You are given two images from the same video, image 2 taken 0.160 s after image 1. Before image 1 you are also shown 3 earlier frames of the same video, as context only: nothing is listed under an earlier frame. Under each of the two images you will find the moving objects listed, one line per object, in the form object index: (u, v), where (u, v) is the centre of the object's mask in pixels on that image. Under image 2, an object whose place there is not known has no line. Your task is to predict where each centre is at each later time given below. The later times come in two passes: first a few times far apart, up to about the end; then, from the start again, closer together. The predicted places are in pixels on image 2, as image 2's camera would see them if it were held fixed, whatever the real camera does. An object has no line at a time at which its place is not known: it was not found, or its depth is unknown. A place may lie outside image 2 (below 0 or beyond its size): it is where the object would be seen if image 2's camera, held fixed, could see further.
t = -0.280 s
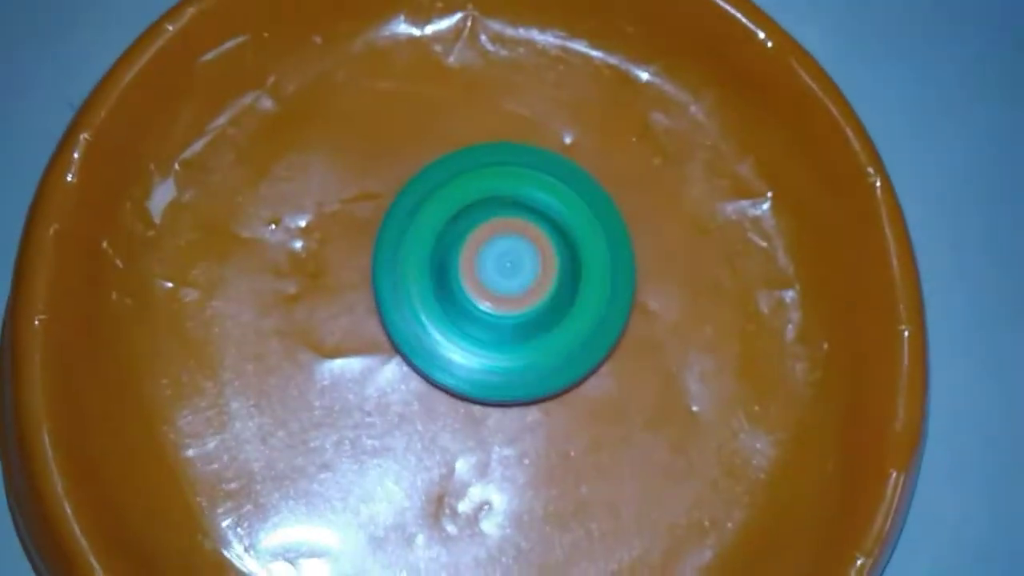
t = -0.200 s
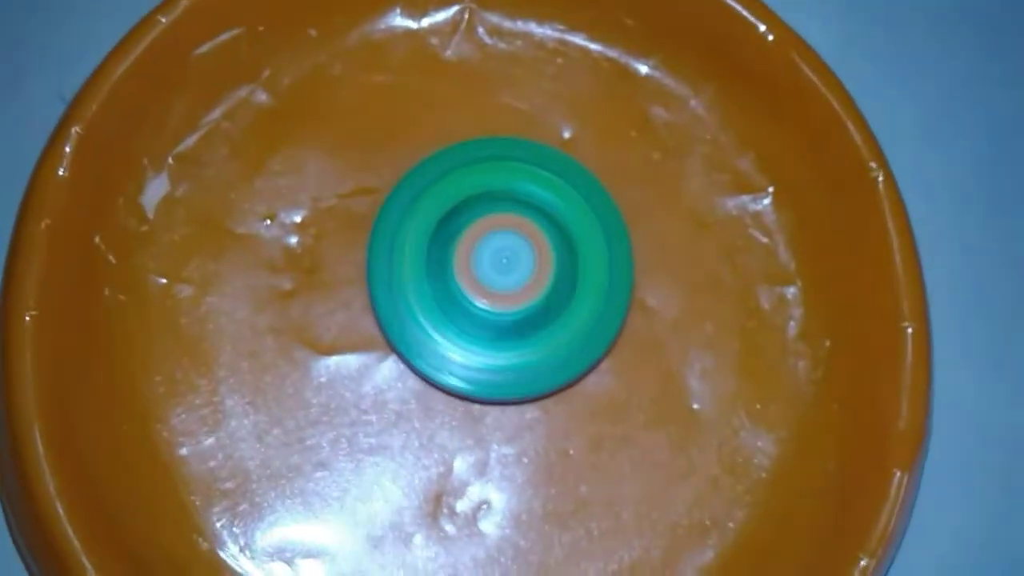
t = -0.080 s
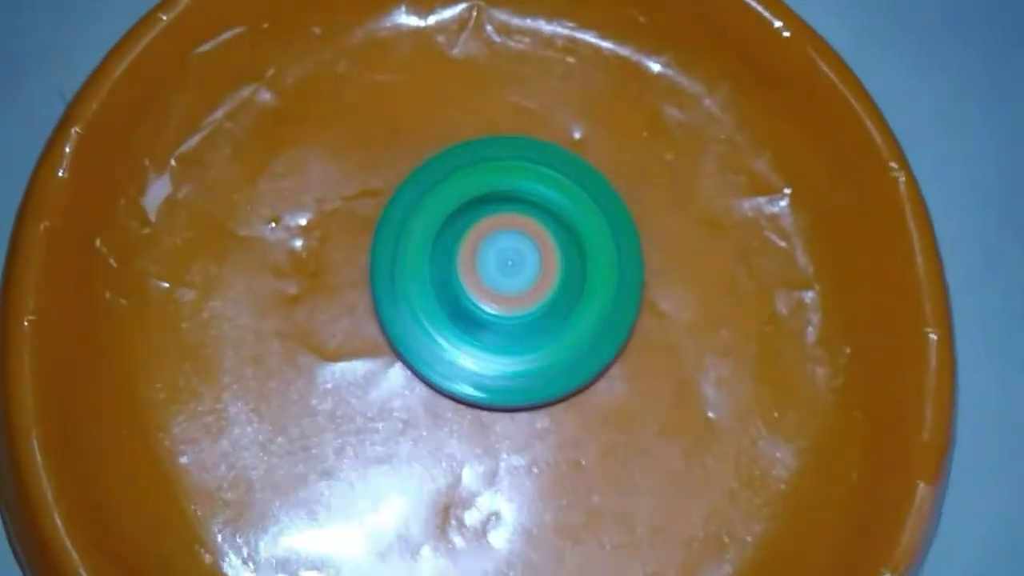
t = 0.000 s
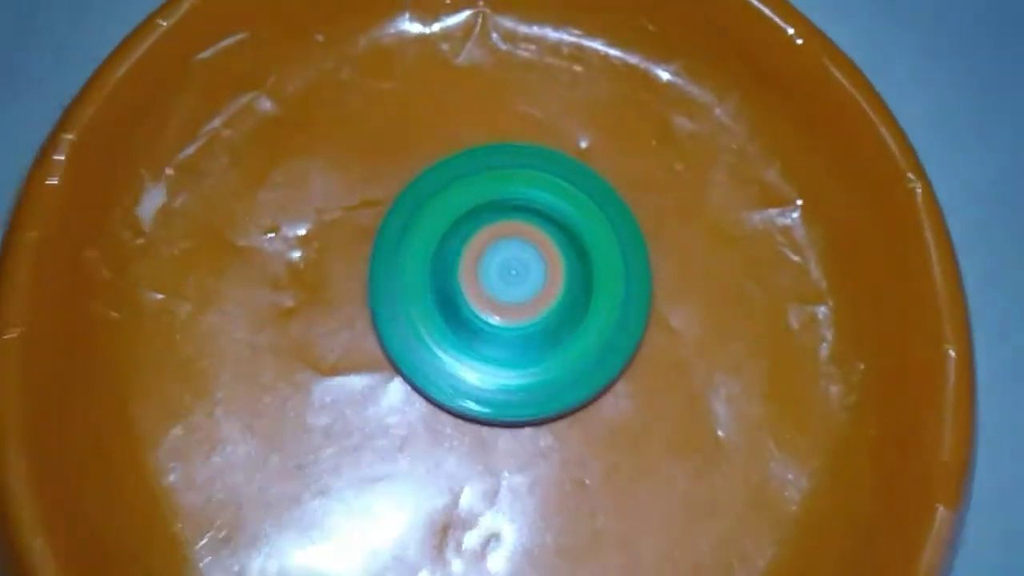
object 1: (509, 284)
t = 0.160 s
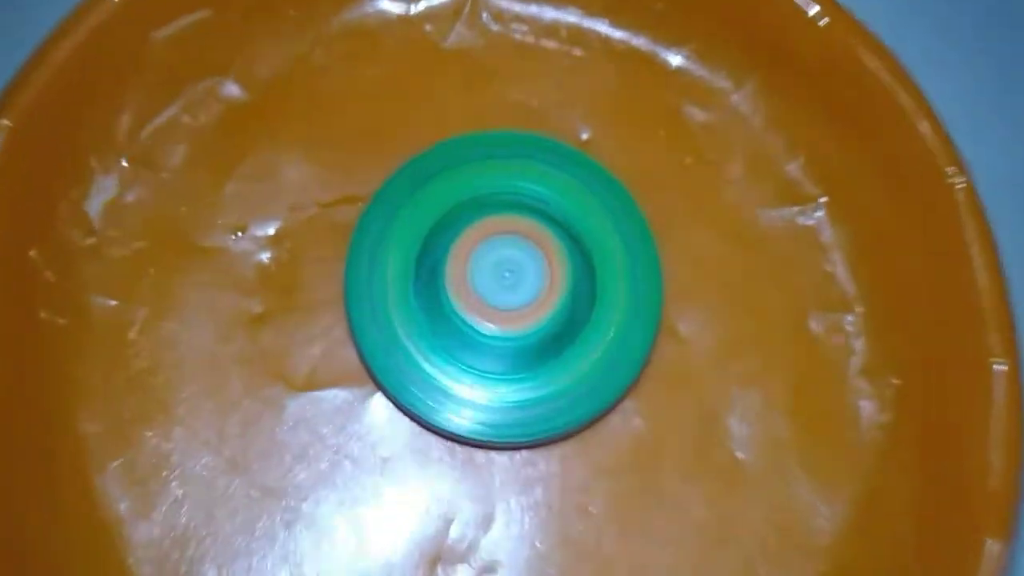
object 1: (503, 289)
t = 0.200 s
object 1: (503, 289)
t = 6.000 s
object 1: (513, 317)
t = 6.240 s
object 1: (525, 319)
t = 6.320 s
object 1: (518, 323)
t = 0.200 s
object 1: (503, 289)
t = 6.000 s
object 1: (513, 317)
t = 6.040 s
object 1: (512, 312)
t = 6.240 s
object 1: (525, 319)
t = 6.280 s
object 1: (522, 323)
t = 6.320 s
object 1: (518, 323)
